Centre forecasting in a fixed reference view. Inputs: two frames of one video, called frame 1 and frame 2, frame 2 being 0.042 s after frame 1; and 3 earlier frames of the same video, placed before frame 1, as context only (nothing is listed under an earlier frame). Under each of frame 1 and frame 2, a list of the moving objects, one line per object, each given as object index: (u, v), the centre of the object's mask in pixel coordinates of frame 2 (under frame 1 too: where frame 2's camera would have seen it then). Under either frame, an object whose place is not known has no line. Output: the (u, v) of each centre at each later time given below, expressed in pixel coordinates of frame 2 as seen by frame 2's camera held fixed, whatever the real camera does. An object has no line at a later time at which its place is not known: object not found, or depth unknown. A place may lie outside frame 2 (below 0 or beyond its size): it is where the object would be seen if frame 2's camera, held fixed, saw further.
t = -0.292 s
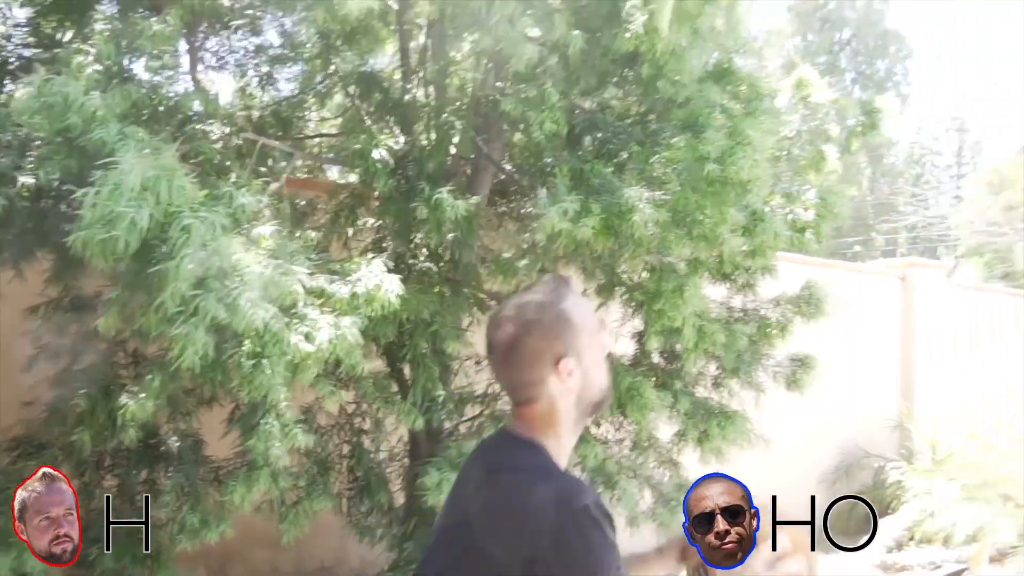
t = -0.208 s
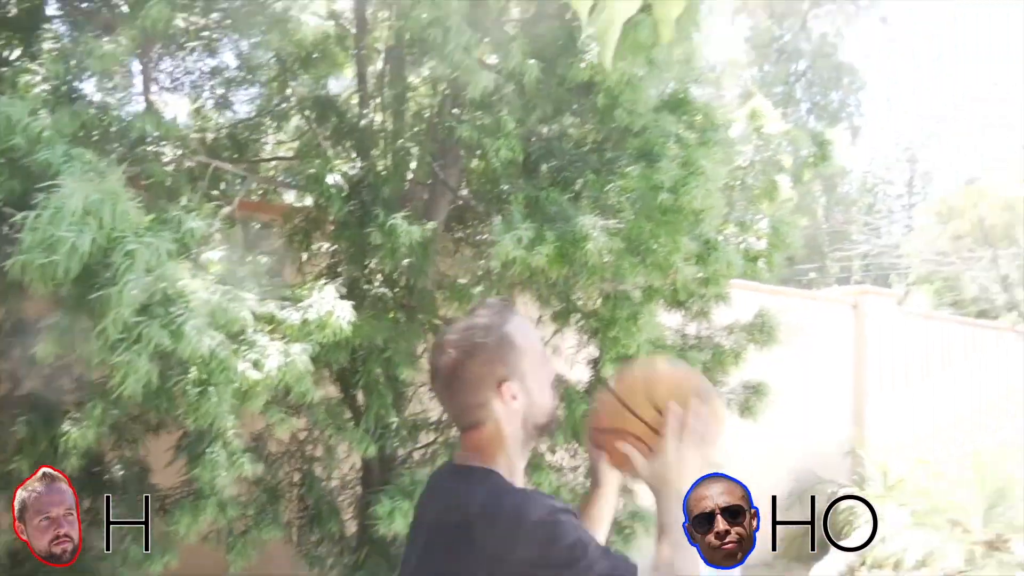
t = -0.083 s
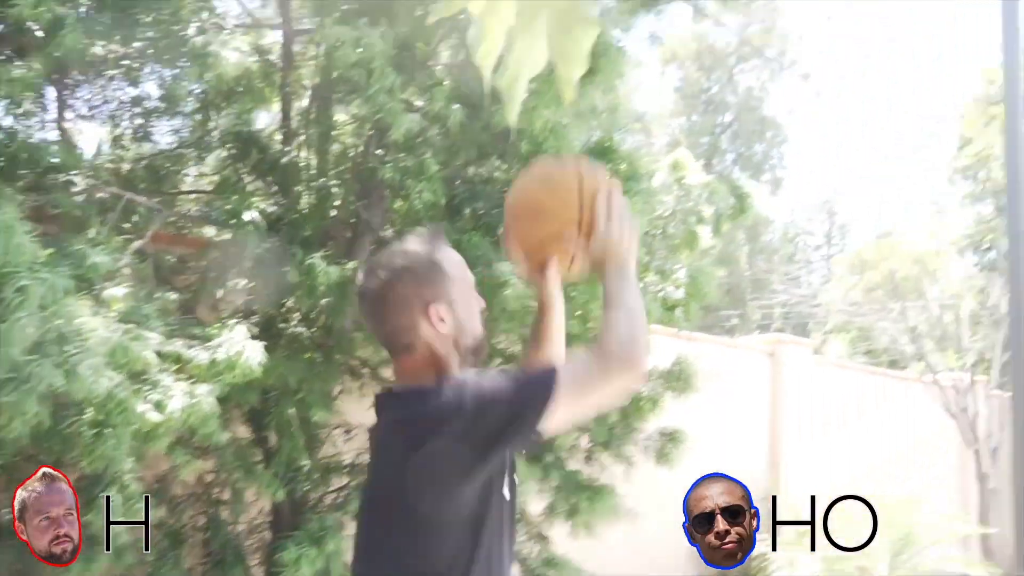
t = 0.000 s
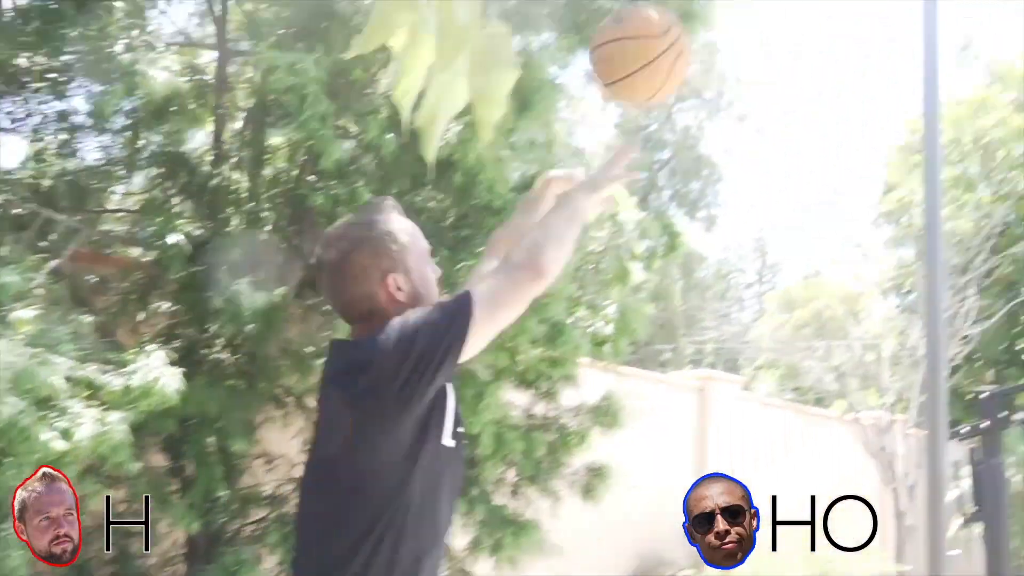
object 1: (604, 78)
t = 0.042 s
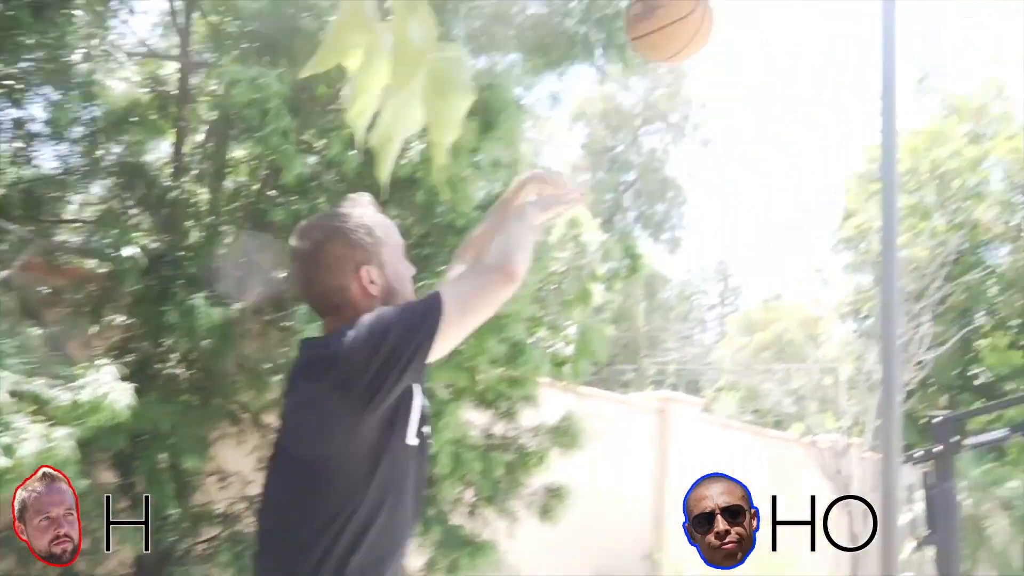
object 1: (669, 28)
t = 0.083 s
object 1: (726, -7)
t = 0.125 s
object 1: (773, -34)
